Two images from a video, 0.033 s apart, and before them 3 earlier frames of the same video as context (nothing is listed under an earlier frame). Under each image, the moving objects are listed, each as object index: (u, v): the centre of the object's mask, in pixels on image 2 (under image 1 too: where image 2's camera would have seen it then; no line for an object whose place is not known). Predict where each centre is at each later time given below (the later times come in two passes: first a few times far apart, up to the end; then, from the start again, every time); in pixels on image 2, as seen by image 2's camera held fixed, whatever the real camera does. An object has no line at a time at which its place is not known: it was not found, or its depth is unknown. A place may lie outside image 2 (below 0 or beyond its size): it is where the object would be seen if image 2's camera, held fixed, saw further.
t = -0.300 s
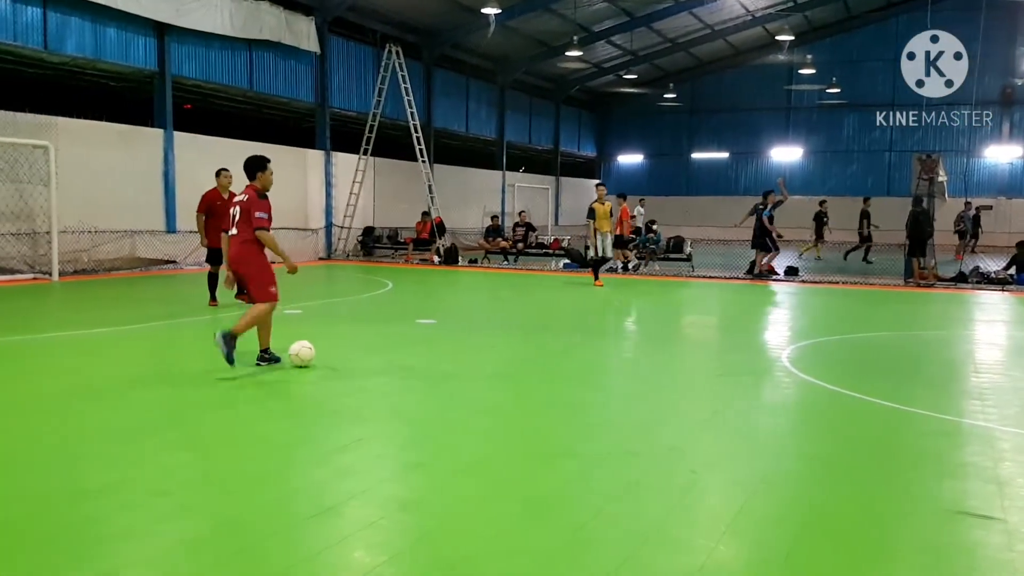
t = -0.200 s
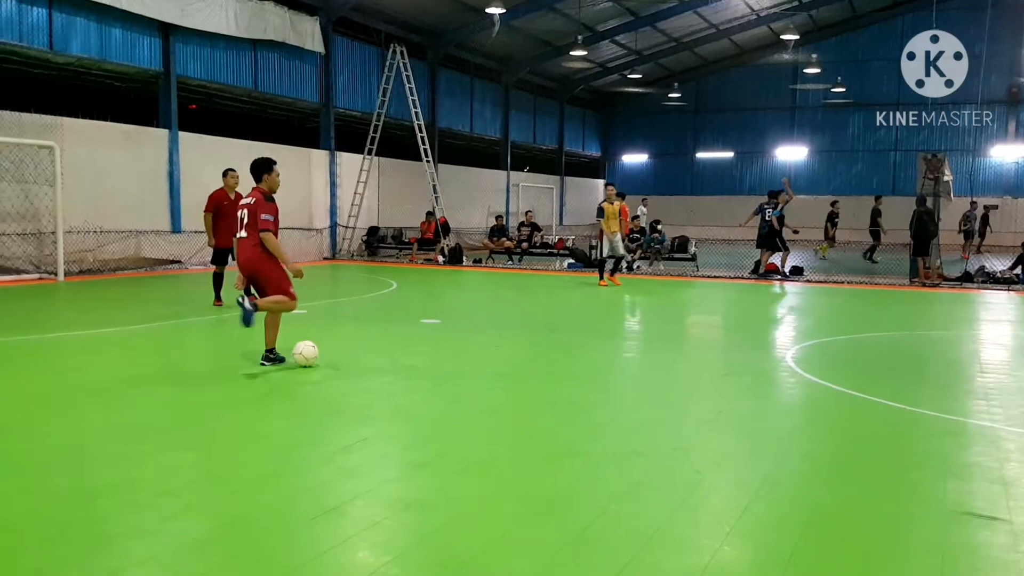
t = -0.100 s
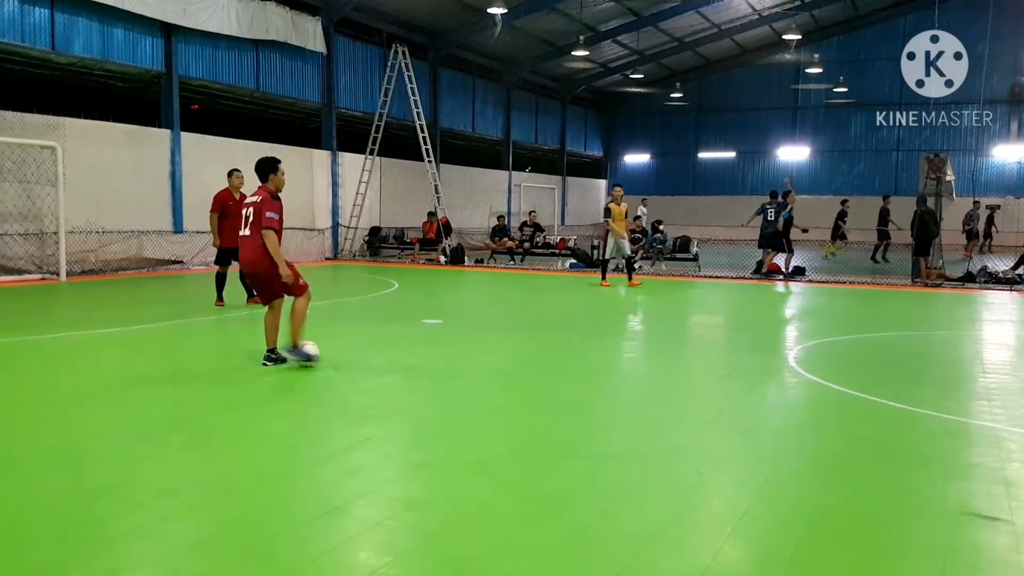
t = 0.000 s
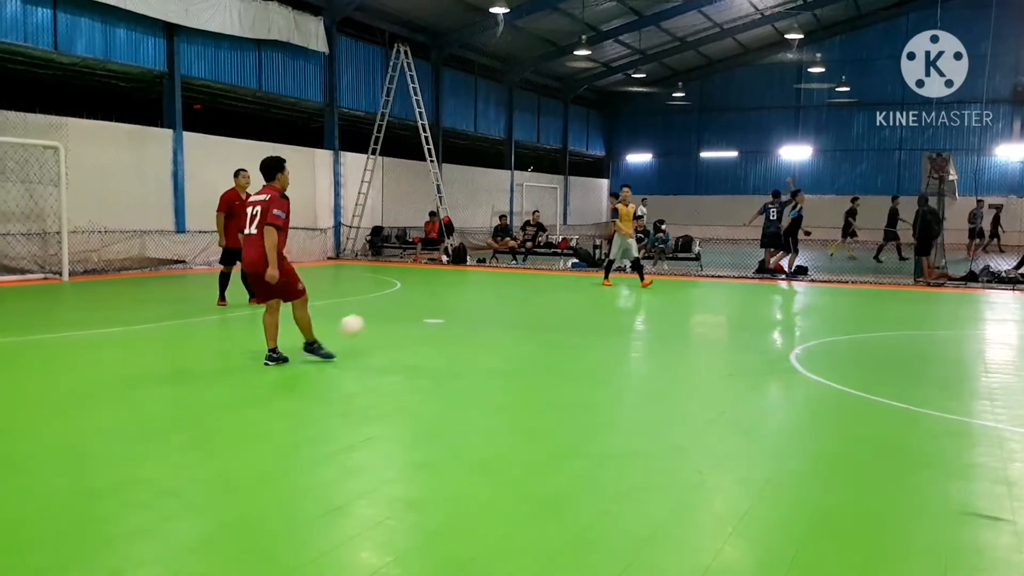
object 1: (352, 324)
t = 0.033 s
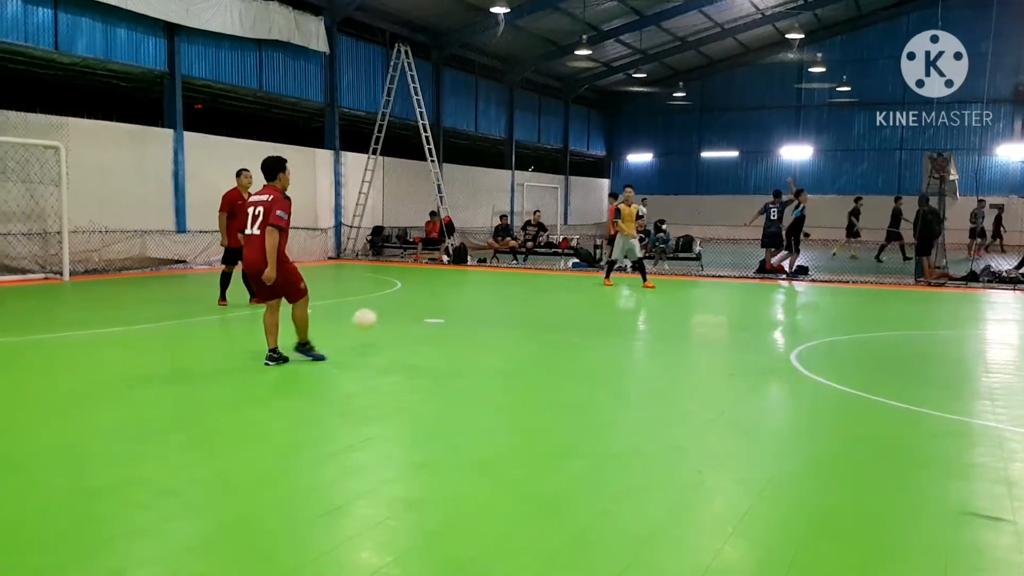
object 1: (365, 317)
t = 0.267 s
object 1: (432, 311)
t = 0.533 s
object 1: (475, 298)
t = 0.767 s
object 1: (498, 291)
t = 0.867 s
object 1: (507, 288)
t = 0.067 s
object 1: (377, 312)
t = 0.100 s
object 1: (388, 309)
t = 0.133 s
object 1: (398, 306)
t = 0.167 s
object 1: (407, 306)
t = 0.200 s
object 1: (416, 306)
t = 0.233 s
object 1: (425, 308)
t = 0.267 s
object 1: (432, 311)
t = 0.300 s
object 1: (439, 310)
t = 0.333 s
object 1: (445, 304)
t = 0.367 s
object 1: (450, 301)
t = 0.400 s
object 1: (456, 299)
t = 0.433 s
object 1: (461, 298)
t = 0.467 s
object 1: (466, 298)
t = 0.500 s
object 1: (470, 299)
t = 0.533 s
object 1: (475, 298)
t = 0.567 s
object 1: (478, 296)
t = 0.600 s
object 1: (482, 294)
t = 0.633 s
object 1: (486, 293)
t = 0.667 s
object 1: (489, 294)
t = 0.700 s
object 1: (492, 293)
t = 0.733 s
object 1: (495, 292)
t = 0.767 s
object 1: (498, 291)
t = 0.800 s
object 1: (502, 290)
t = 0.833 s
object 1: (504, 288)
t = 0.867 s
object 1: (507, 288)
